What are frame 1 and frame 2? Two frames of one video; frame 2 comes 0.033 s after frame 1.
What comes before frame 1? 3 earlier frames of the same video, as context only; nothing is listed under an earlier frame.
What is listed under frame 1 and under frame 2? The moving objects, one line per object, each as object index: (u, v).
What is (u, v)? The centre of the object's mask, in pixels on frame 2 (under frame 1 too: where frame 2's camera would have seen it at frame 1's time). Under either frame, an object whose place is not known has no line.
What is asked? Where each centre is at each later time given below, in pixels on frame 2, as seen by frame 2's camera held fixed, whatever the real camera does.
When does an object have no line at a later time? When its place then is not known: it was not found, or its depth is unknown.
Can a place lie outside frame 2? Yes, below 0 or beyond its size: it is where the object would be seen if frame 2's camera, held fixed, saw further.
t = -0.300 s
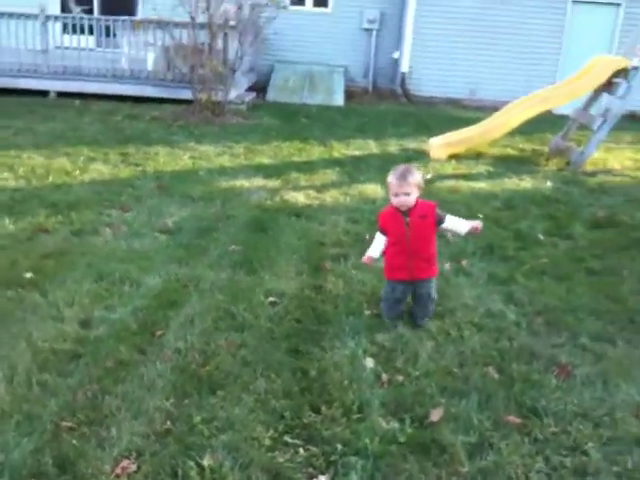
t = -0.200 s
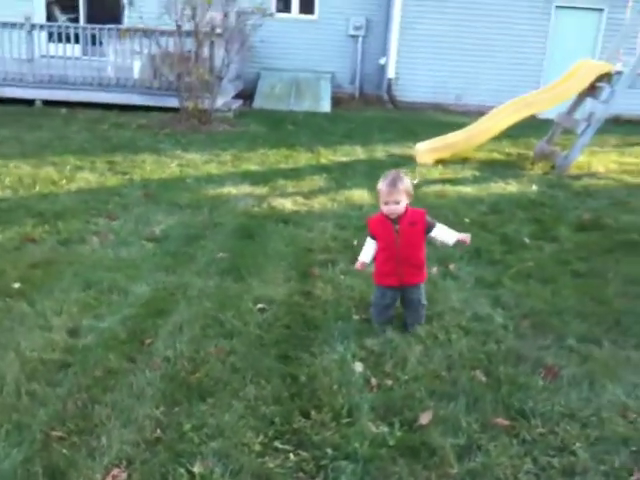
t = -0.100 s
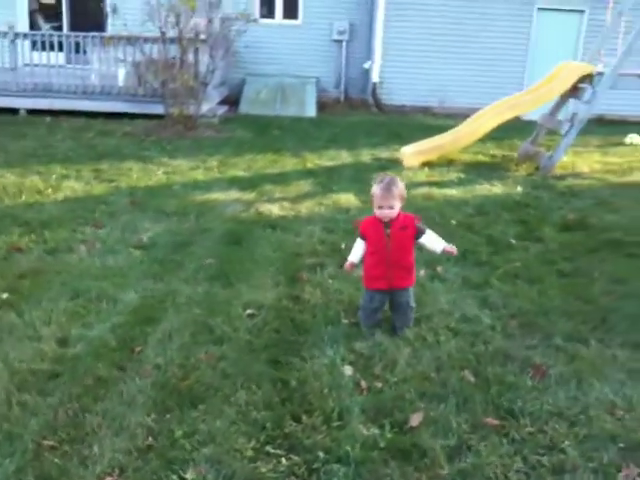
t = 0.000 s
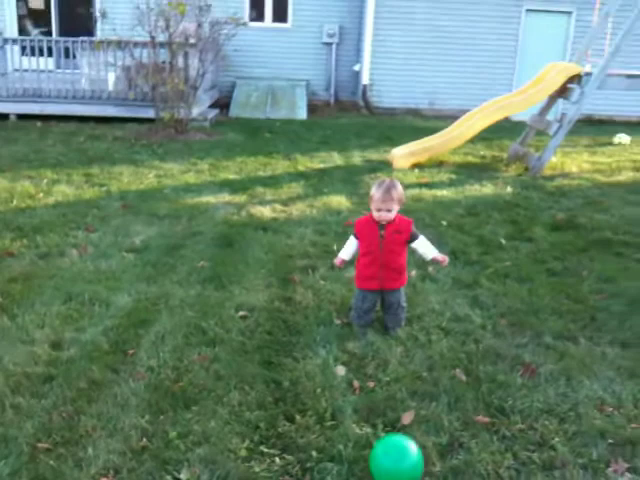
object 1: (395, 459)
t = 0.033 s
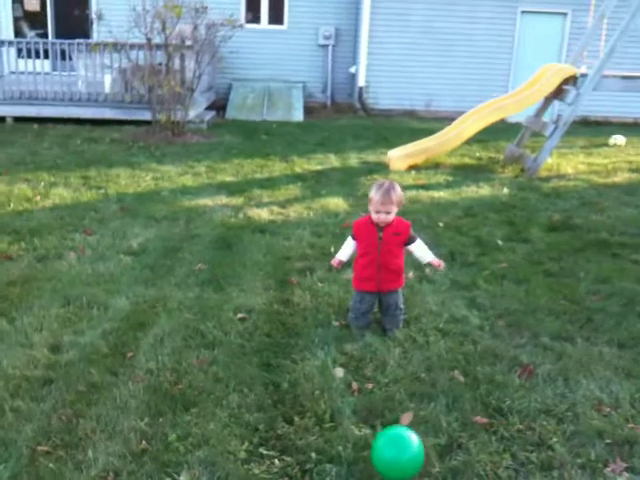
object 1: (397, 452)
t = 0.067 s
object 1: (399, 445)
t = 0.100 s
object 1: (401, 440)
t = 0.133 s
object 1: (403, 438)
